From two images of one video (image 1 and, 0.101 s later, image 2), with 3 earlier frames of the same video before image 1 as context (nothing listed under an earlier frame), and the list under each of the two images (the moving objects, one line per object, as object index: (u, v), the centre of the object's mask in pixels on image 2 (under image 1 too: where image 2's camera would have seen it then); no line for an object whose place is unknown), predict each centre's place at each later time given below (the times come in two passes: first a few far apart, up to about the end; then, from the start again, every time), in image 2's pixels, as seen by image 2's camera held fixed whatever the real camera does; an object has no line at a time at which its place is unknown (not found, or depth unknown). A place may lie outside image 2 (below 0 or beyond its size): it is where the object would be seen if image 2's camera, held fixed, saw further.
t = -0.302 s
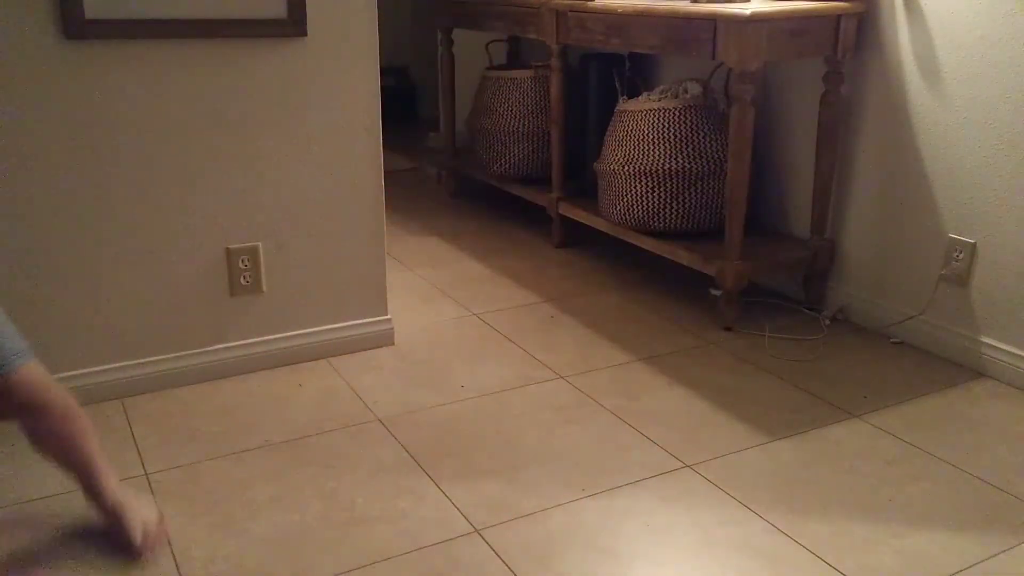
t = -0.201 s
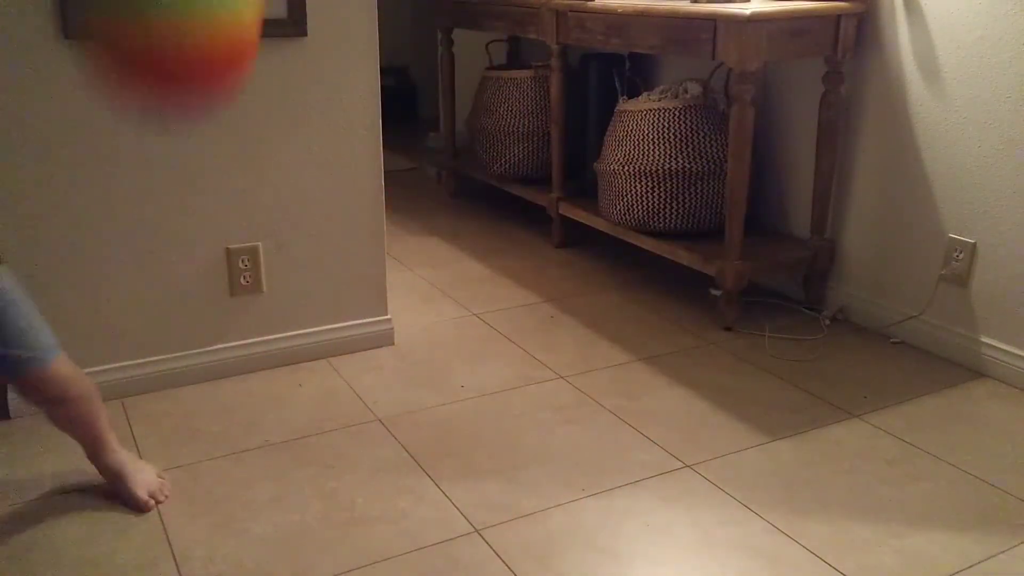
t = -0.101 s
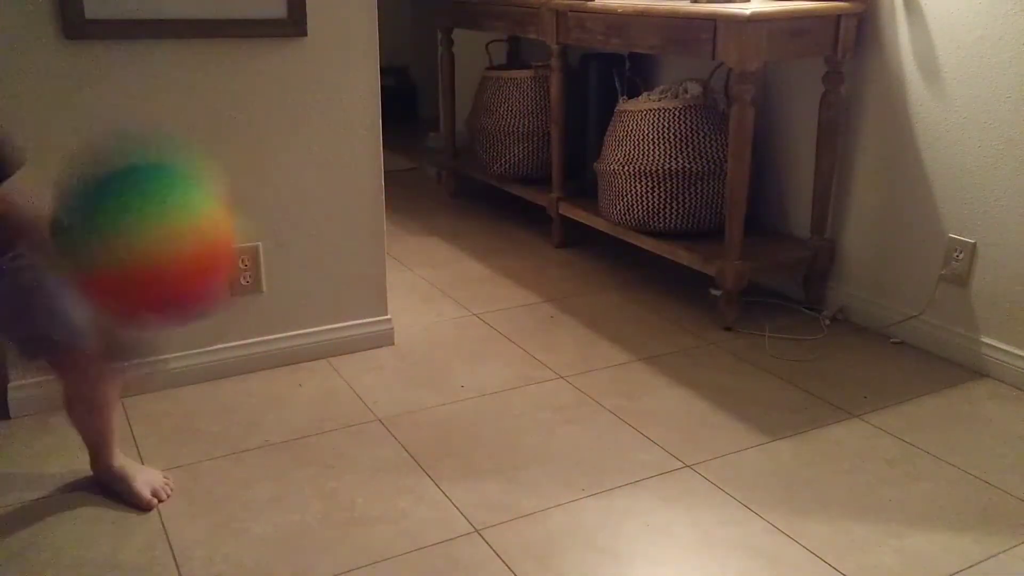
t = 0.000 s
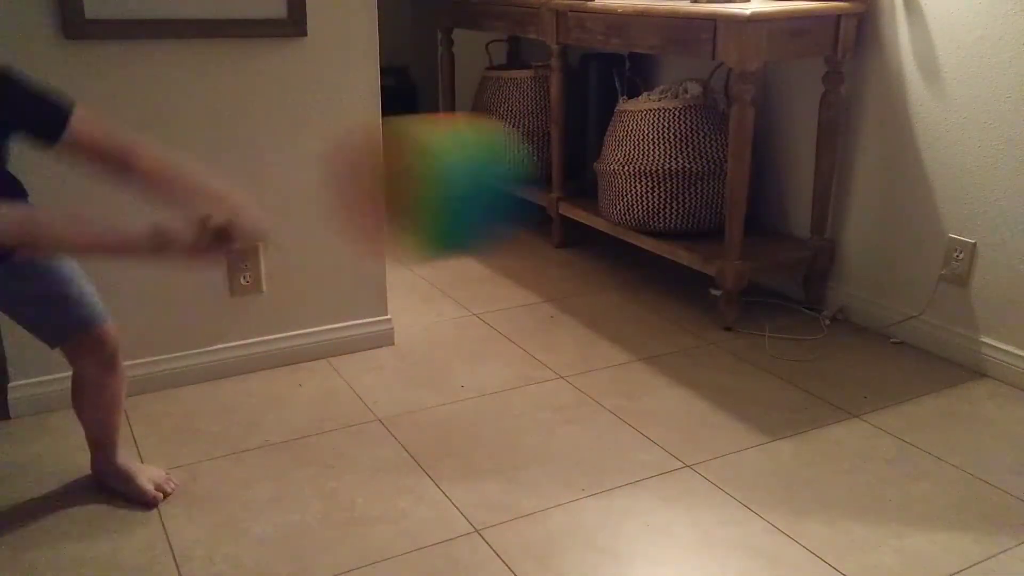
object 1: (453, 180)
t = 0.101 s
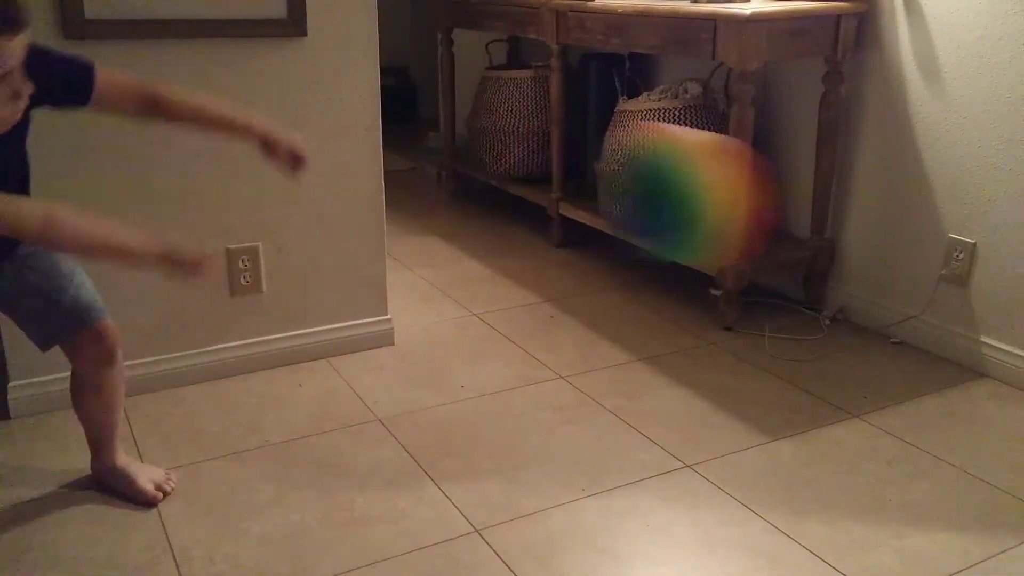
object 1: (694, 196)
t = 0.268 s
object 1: (966, 302)
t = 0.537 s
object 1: (827, 414)
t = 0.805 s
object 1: (535, 500)
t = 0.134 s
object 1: (756, 210)
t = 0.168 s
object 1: (813, 227)
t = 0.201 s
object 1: (868, 248)
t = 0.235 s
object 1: (925, 275)
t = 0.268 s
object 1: (966, 302)
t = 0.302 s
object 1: (995, 340)
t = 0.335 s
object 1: (1000, 369)
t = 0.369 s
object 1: (983, 376)
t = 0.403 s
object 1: (963, 381)
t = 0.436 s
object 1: (930, 392)
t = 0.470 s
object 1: (893, 407)
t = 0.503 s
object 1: (858, 416)
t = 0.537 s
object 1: (827, 414)
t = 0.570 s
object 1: (801, 417)
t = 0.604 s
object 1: (770, 427)
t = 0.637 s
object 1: (740, 439)
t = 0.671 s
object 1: (702, 458)
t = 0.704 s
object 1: (663, 460)
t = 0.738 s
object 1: (624, 471)
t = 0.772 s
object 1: (579, 487)
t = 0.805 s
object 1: (535, 500)
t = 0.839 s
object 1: (496, 503)
